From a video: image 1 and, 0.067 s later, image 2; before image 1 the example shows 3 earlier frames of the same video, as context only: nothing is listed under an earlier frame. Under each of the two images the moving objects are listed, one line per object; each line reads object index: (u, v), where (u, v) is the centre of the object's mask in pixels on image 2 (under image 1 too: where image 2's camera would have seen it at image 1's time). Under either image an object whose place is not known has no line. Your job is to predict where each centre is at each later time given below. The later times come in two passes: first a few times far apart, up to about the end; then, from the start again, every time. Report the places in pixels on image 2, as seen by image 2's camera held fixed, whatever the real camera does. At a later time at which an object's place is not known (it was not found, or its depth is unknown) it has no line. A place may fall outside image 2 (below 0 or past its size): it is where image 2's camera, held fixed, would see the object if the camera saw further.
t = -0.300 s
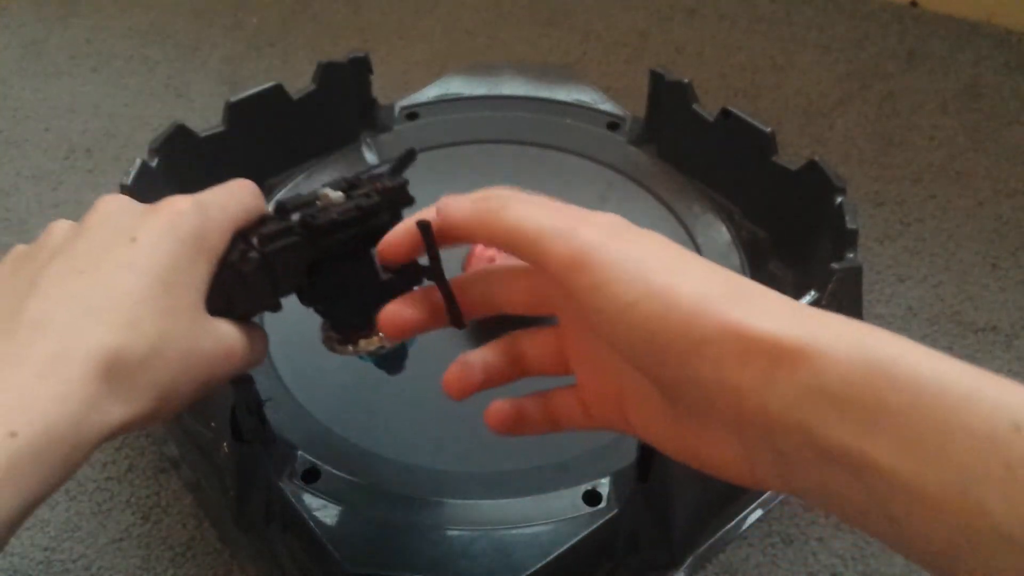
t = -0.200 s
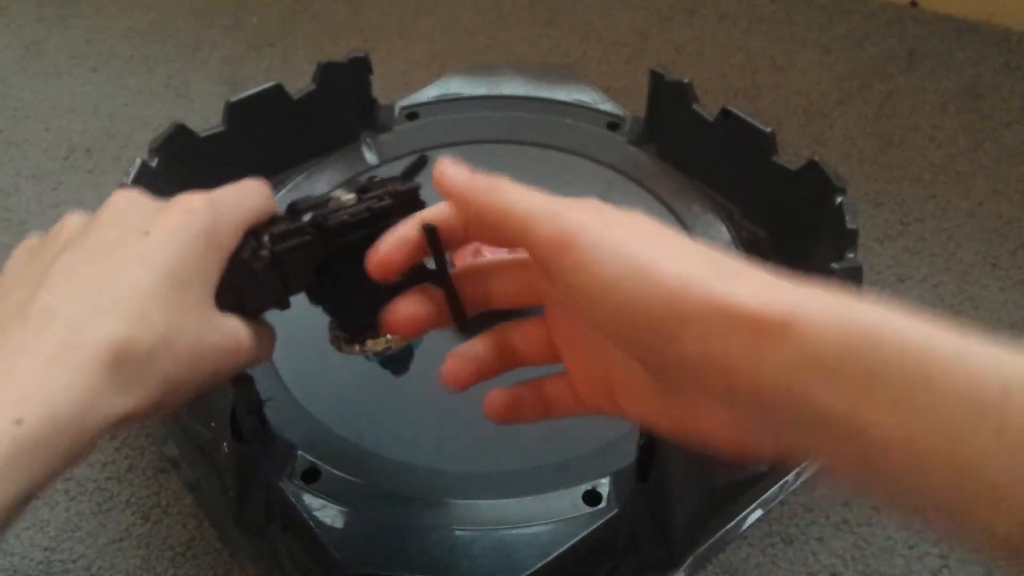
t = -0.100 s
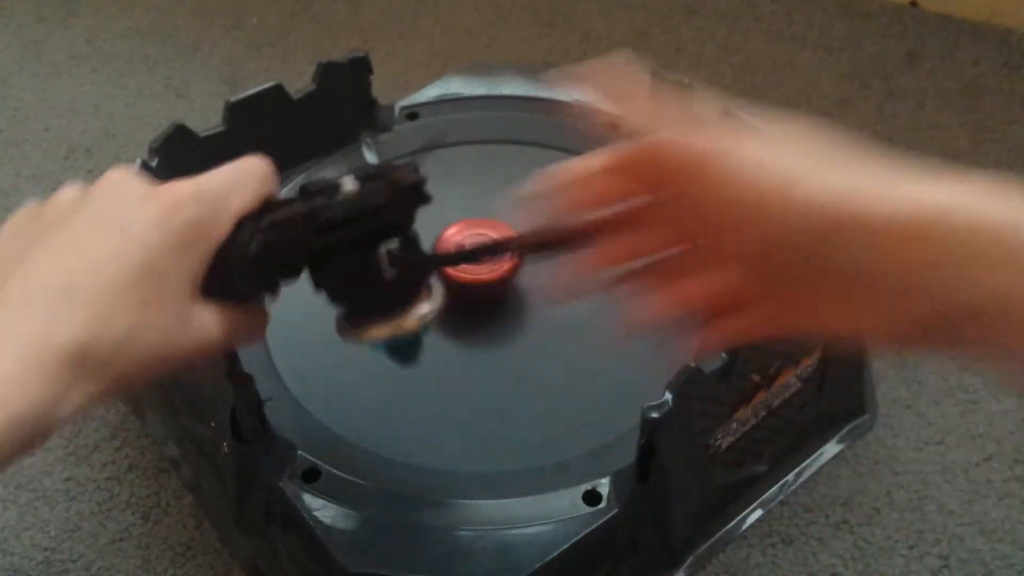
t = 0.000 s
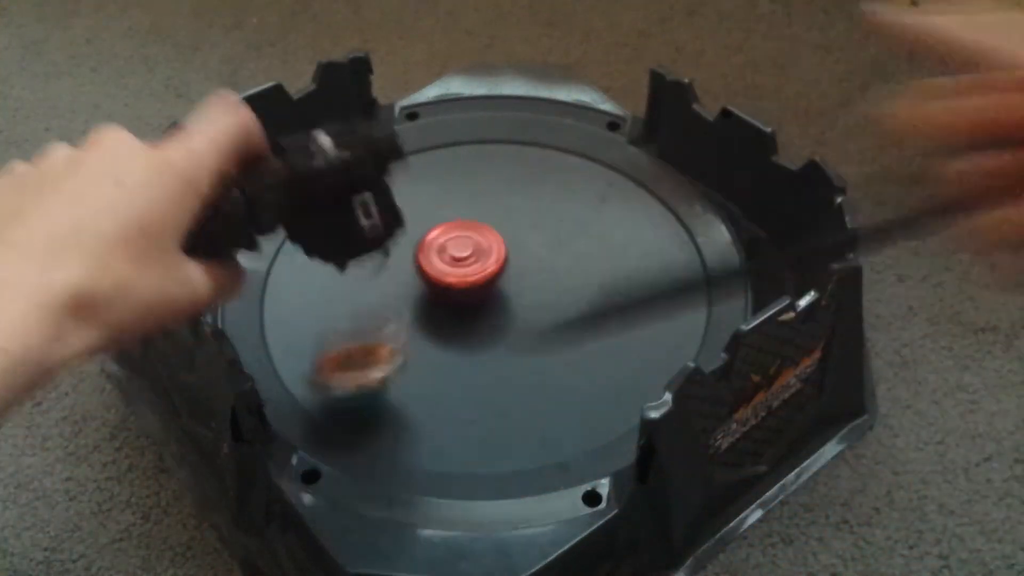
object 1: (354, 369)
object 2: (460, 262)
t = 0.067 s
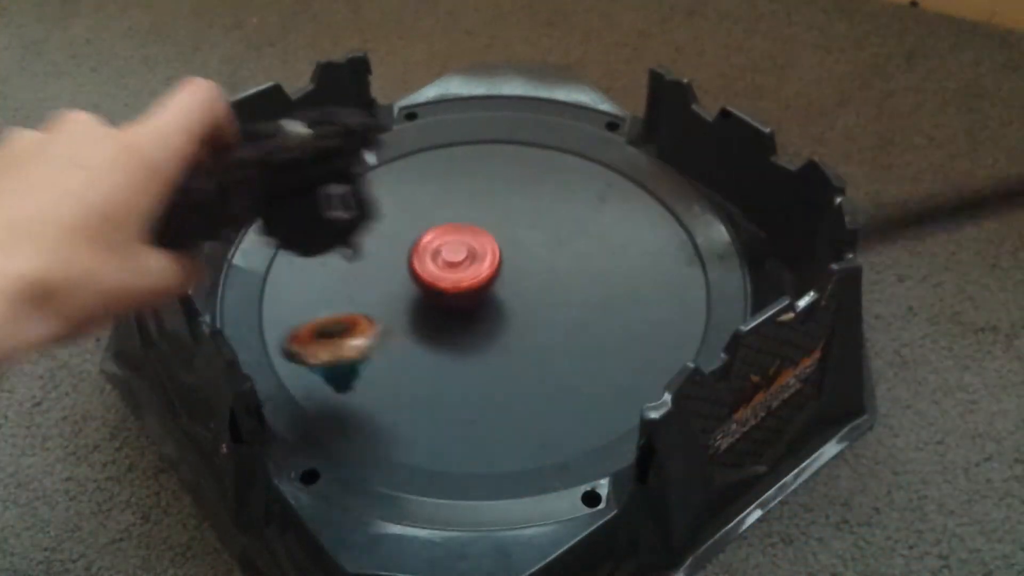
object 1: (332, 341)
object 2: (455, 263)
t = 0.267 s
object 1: (329, 338)
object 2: (449, 288)
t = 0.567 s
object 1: (395, 260)
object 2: (498, 298)
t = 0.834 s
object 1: (455, 208)
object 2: (522, 268)
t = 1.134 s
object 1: (453, 176)
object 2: (524, 281)
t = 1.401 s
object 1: (436, 207)
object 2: (528, 286)
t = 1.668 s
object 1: (442, 221)
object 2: (565, 325)
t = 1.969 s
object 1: (449, 125)
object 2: (645, 343)
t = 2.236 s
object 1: (513, 189)
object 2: (626, 317)
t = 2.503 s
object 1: (612, 225)
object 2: (540, 309)
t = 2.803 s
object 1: (675, 205)
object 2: (438, 311)
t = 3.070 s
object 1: (639, 207)
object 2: (382, 321)
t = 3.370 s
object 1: (621, 247)
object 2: (381, 324)
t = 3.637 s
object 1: (623, 342)
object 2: (425, 299)
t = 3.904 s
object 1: (633, 351)
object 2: (470, 258)
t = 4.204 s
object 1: (476, 368)
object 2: (494, 223)
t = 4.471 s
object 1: (439, 401)
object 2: (503, 217)
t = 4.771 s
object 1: (417, 303)
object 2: (517, 240)
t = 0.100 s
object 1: (327, 342)
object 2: (453, 269)
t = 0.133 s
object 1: (324, 359)
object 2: (450, 273)
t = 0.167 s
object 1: (322, 353)
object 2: (448, 276)
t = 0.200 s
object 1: (321, 350)
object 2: (447, 280)
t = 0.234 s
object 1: (324, 344)
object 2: (447, 284)
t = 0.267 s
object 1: (329, 338)
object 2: (449, 288)
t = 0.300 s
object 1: (334, 330)
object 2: (452, 292)
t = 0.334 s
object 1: (341, 322)
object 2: (455, 295)
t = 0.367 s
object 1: (348, 314)
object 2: (460, 297)
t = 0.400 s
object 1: (355, 305)
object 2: (465, 299)
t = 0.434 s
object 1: (363, 296)
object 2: (471, 299)
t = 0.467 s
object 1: (371, 287)
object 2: (477, 299)
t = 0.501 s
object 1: (378, 278)
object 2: (484, 299)
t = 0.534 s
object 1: (386, 269)
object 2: (491, 299)
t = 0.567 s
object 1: (395, 260)
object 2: (498, 298)
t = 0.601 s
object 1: (403, 251)
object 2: (504, 296)
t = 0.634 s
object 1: (411, 243)
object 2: (510, 292)
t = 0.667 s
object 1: (419, 236)
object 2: (515, 289)
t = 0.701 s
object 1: (427, 229)
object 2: (518, 284)
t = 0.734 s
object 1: (435, 223)
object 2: (521, 281)
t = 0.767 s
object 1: (442, 217)
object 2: (522, 277)
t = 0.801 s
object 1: (449, 212)
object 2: (523, 272)
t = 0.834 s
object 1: (455, 208)
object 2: (522, 268)
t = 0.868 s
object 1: (460, 206)
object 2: (520, 265)
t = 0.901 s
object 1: (464, 203)
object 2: (519, 263)
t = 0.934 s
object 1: (467, 199)
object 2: (520, 265)
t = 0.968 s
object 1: (466, 192)
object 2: (521, 269)
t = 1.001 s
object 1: (464, 186)
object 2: (522, 273)
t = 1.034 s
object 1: (462, 182)
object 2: (522, 276)
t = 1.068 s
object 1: (459, 178)
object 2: (522, 278)
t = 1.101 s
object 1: (456, 176)
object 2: (523, 280)
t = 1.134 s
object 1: (453, 176)
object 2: (524, 281)
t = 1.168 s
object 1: (450, 176)
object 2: (525, 281)
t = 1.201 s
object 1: (446, 177)
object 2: (526, 282)
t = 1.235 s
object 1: (443, 180)
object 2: (527, 283)
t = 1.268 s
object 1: (440, 184)
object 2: (528, 284)
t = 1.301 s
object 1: (439, 189)
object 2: (528, 284)
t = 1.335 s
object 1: (437, 195)
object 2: (528, 285)
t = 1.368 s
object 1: (436, 200)
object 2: (528, 286)
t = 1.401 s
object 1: (436, 207)
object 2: (528, 286)
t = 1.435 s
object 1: (437, 214)
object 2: (528, 287)
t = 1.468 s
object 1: (439, 220)
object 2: (528, 288)
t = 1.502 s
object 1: (442, 226)
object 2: (527, 289)
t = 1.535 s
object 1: (447, 233)
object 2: (527, 290)
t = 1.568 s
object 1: (452, 238)
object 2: (526, 292)
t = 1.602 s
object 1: (457, 242)
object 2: (527, 294)
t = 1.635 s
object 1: (449, 232)
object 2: (546, 310)
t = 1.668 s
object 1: (442, 221)
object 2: (565, 325)
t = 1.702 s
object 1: (436, 209)
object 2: (581, 336)
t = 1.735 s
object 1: (433, 197)
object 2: (595, 345)
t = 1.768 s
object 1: (432, 185)
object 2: (605, 347)
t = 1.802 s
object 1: (433, 172)
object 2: (615, 349)
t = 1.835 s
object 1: (435, 161)
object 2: (623, 353)
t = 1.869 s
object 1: (438, 148)
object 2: (631, 352)
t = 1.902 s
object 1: (441, 136)
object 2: (637, 349)
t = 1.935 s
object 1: (445, 127)
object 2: (642, 346)
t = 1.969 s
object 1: (449, 125)
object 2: (645, 343)
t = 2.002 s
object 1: (455, 131)
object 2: (648, 340)
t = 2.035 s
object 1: (460, 138)
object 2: (649, 337)
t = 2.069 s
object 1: (468, 147)
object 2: (649, 334)
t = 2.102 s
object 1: (475, 155)
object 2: (647, 331)
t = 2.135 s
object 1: (484, 164)
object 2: (645, 327)
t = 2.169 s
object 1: (492, 172)
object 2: (640, 324)
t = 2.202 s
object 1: (501, 180)
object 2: (633, 320)
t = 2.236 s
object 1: (513, 189)
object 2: (626, 317)
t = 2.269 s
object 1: (524, 196)
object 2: (617, 315)
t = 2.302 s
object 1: (536, 202)
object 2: (608, 314)
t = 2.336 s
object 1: (548, 208)
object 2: (597, 312)
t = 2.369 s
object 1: (561, 214)
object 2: (586, 312)
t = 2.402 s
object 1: (575, 218)
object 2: (575, 311)
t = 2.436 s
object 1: (588, 221)
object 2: (563, 309)
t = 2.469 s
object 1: (600, 223)
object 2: (551, 309)
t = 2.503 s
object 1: (612, 225)
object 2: (540, 309)
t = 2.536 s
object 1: (624, 226)
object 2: (528, 309)
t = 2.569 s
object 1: (636, 225)
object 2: (516, 308)
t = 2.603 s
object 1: (645, 224)
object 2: (504, 308)
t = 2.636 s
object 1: (653, 223)
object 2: (493, 308)
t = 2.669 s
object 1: (660, 220)
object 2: (481, 308)
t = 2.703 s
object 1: (666, 217)
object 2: (470, 309)
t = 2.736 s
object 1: (670, 213)
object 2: (459, 310)
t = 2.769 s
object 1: (673, 209)
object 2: (449, 310)
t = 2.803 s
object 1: (675, 205)
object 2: (438, 311)
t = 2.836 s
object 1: (674, 201)
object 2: (428, 312)
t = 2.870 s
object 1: (668, 200)
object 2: (420, 313)
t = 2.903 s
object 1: (659, 200)
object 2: (411, 314)
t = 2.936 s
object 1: (651, 200)
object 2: (403, 316)
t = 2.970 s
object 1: (645, 201)
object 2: (396, 318)
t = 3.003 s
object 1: (640, 202)
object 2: (391, 319)
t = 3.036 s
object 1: (638, 204)
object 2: (386, 320)
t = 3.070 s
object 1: (639, 207)
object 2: (382, 321)
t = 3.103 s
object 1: (644, 209)
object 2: (379, 323)
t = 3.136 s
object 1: (648, 209)
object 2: (377, 324)
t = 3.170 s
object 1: (649, 209)
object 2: (375, 324)
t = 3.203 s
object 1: (649, 209)
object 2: (375, 325)
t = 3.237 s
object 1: (644, 212)
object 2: (375, 325)
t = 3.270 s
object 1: (639, 217)
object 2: (376, 326)
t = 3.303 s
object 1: (634, 224)
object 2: (377, 326)
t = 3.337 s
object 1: (628, 235)
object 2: (379, 325)
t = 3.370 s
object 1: (621, 247)
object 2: (381, 324)
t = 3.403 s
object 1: (616, 258)
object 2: (384, 323)
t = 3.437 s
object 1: (612, 271)
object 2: (389, 321)
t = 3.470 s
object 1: (609, 283)
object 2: (394, 318)
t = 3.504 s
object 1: (609, 297)
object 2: (399, 315)
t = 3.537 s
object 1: (610, 310)
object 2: (406, 312)
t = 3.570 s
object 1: (612, 322)
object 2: (412, 308)
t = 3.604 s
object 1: (617, 333)
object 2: (419, 304)
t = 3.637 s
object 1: (623, 342)
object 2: (425, 299)
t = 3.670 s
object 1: (630, 349)
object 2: (431, 294)
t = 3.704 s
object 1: (636, 354)
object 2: (438, 289)
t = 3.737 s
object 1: (640, 356)
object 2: (444, 284)
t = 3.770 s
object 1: (643, 356)
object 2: (449, 279)
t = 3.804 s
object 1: (644, 356)
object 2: (455, 274)
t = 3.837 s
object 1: (643, 354)
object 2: (460, 269)
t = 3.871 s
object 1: (639, 353)
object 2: (465, 263)
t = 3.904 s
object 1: (633, 351)
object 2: (470, 258)
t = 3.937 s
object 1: (621, 348)
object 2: (474, 252)
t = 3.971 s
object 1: (607, 347)
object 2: (477, 248)
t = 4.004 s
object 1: (590, 346)
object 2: (481, 243)
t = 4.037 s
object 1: (570, 347)
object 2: (484, 239)
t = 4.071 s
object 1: (549, 349)
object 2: (486, 235)
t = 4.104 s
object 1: (530, 351)
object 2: (488, 231)
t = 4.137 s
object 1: (511, 356)
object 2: (490, 228)
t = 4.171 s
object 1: (492, 362)
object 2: (492, 225)
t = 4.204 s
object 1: (476, 368)
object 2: (494, 223)
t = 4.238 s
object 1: (461, 375)
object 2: (495, 221)
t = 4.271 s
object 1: (449, 382)
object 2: (497, 219)
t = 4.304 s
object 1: (441, 389)
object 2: (498, 218)
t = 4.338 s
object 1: (436, 395)
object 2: (499, 217)
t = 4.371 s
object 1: (433, 399)
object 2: (500, 216)
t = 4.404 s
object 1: (434, 401)
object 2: (501, 216)
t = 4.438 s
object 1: (435, 402)
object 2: (502, 216)
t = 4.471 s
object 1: (439, 401)
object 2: (503, 217)
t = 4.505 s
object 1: (442, 396)
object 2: (504, 218)
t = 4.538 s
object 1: (446, 390)
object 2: (505, 219)
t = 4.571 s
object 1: (448, 381)
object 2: (506, 221)
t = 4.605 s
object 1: (448, 370)
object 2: (507, 223)
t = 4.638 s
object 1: (446, 357)
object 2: (508, 225)
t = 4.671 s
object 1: (442, 343)
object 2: (510, 229)
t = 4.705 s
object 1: (435, 329)
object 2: (512, 232)
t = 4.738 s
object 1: (427, 316)
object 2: (515, 236)
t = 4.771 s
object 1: (417, 303)
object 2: (517, 240)
